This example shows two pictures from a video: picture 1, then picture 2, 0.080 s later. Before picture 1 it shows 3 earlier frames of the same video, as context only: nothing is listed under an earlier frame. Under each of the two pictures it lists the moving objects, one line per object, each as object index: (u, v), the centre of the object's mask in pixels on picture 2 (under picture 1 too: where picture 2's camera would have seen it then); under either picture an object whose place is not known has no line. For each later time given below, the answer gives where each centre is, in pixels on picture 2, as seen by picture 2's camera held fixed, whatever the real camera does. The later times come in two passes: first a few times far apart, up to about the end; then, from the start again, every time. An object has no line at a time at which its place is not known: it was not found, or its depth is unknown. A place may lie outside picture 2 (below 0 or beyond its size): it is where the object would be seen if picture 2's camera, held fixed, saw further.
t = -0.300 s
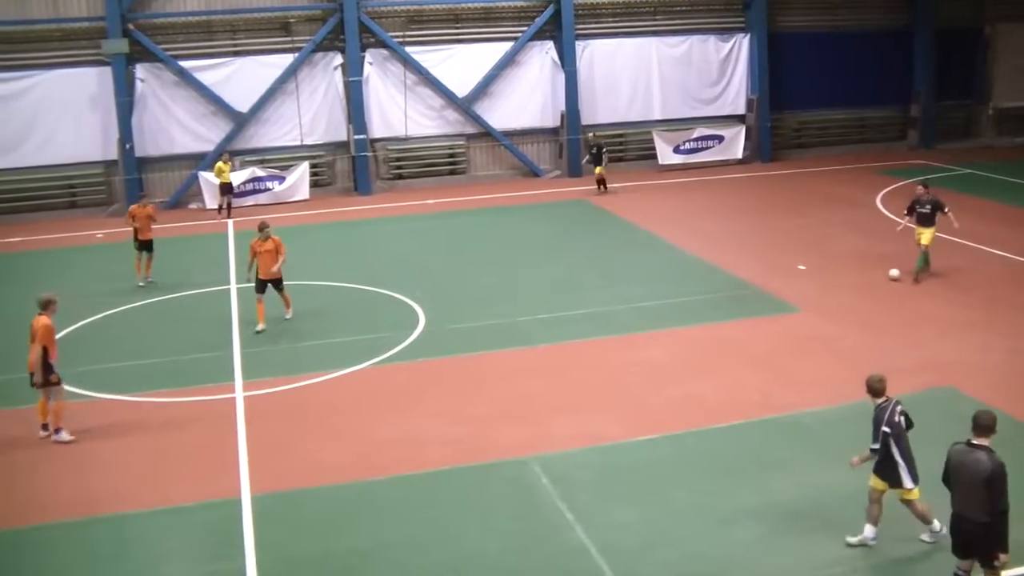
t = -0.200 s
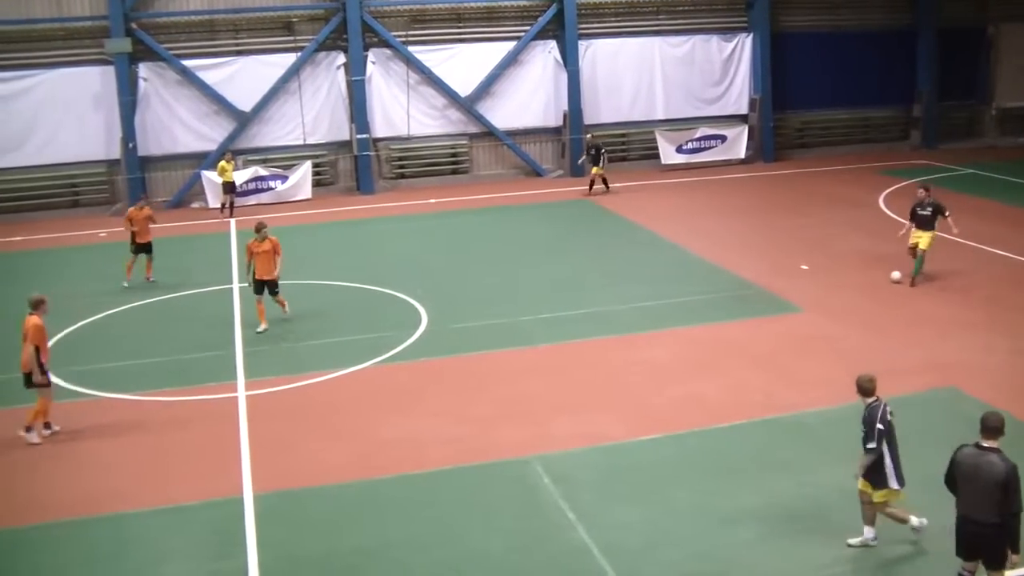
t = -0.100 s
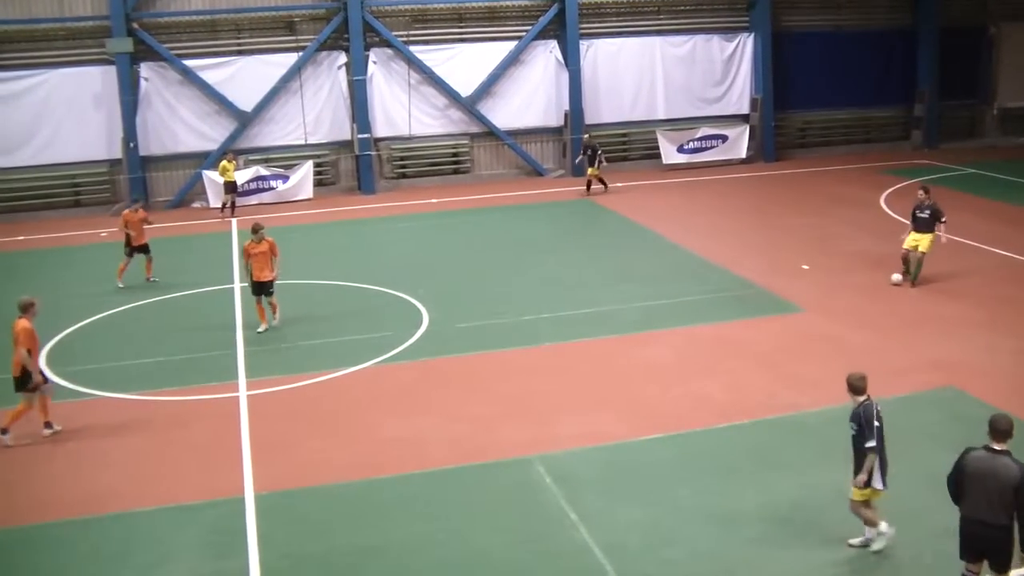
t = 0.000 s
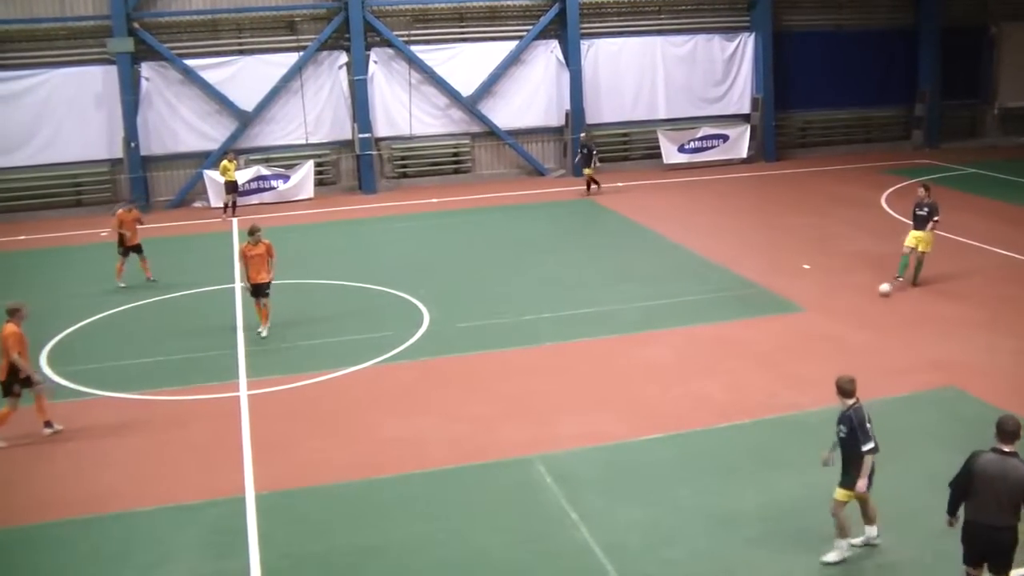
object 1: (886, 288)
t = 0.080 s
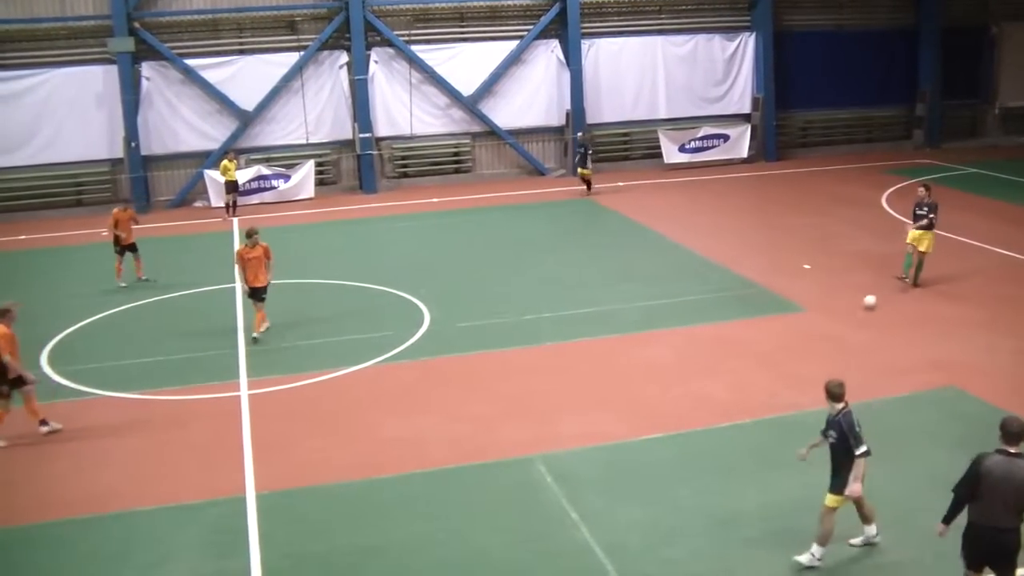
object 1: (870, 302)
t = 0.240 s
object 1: (838, 328)
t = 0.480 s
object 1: (788, 369)
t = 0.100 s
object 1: (866, 305)
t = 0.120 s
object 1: (862, 308)
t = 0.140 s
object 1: (858, 312)
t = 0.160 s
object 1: (854, 315)
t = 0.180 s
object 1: (850, 318)
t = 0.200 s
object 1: (846, 321)
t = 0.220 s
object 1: (842, 324)
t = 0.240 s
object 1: (838, 328)
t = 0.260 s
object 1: (835, 331)
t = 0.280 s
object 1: (831, 335)
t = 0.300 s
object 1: (827, 338)
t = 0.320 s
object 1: (822, 341)
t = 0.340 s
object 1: (818, 345)
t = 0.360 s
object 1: (813, 348)
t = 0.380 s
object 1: (809, 351)
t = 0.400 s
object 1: (805, 355)
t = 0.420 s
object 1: (801, 359)
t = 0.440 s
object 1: (797, 362)
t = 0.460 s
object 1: (792, 366)
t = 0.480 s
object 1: (788, 369)
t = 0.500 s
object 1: (784, 372)
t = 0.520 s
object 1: (779, 376)
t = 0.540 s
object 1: (775, 379)
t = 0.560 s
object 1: (772, 383)
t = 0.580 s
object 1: (767, 386)
